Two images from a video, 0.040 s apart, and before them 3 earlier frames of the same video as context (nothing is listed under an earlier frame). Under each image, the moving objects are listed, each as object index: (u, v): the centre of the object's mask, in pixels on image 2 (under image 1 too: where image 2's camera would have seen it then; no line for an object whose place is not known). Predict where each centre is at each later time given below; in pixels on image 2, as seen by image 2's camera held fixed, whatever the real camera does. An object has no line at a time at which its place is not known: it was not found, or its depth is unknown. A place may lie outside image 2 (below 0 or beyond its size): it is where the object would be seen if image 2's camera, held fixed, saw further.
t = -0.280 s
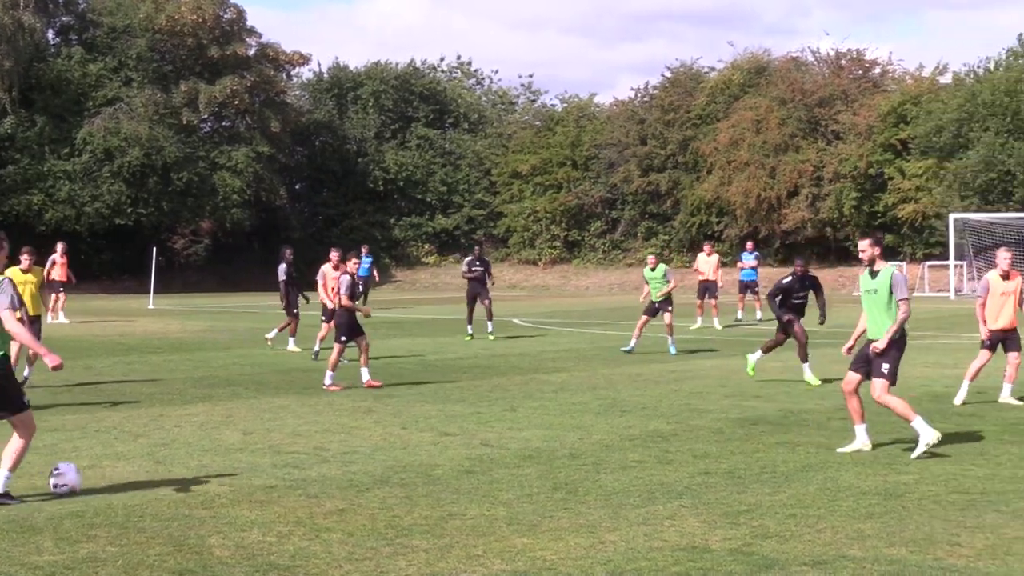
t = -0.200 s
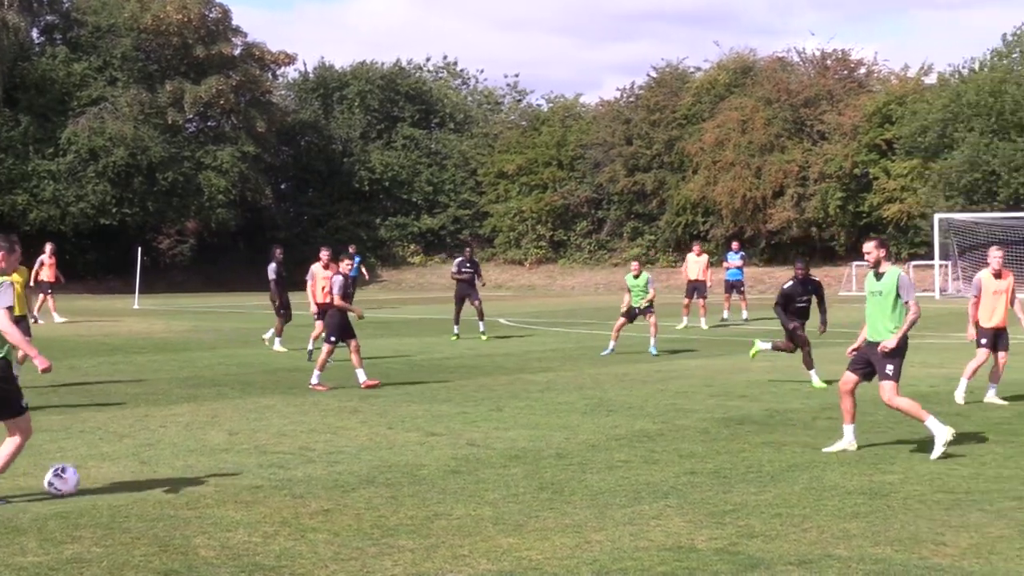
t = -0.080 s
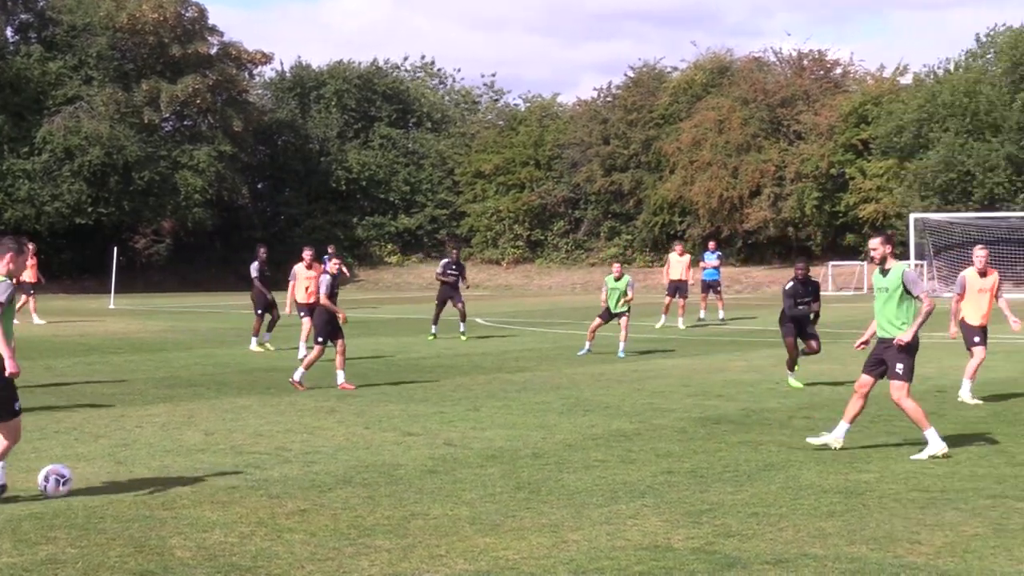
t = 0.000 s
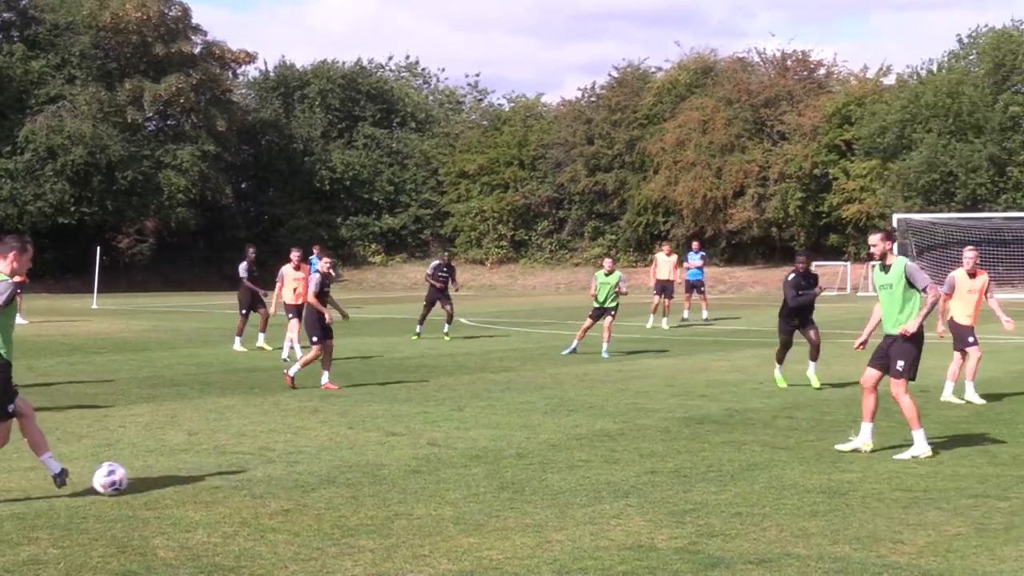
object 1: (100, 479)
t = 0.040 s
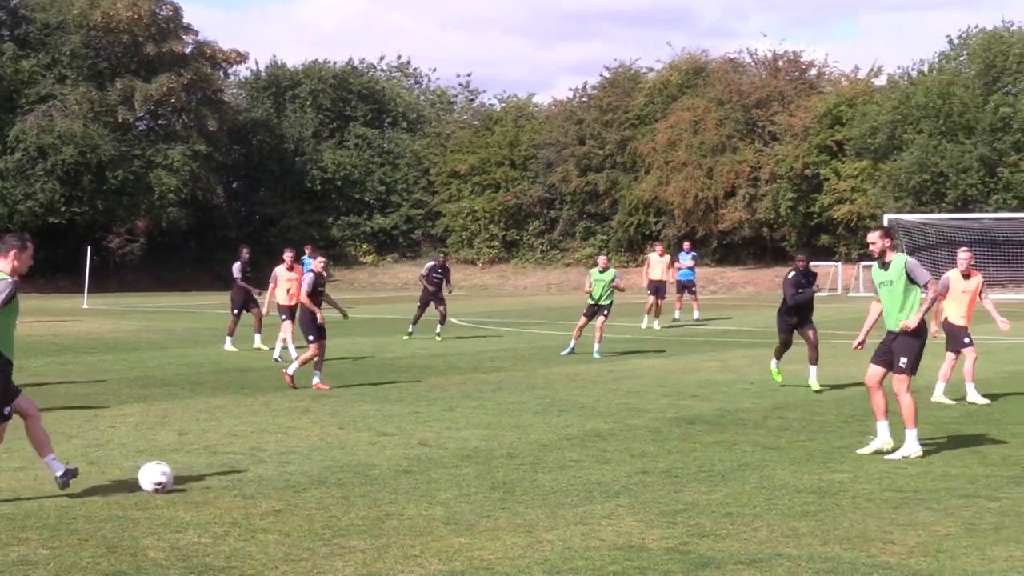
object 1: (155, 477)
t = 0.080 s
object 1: (208, 475)
